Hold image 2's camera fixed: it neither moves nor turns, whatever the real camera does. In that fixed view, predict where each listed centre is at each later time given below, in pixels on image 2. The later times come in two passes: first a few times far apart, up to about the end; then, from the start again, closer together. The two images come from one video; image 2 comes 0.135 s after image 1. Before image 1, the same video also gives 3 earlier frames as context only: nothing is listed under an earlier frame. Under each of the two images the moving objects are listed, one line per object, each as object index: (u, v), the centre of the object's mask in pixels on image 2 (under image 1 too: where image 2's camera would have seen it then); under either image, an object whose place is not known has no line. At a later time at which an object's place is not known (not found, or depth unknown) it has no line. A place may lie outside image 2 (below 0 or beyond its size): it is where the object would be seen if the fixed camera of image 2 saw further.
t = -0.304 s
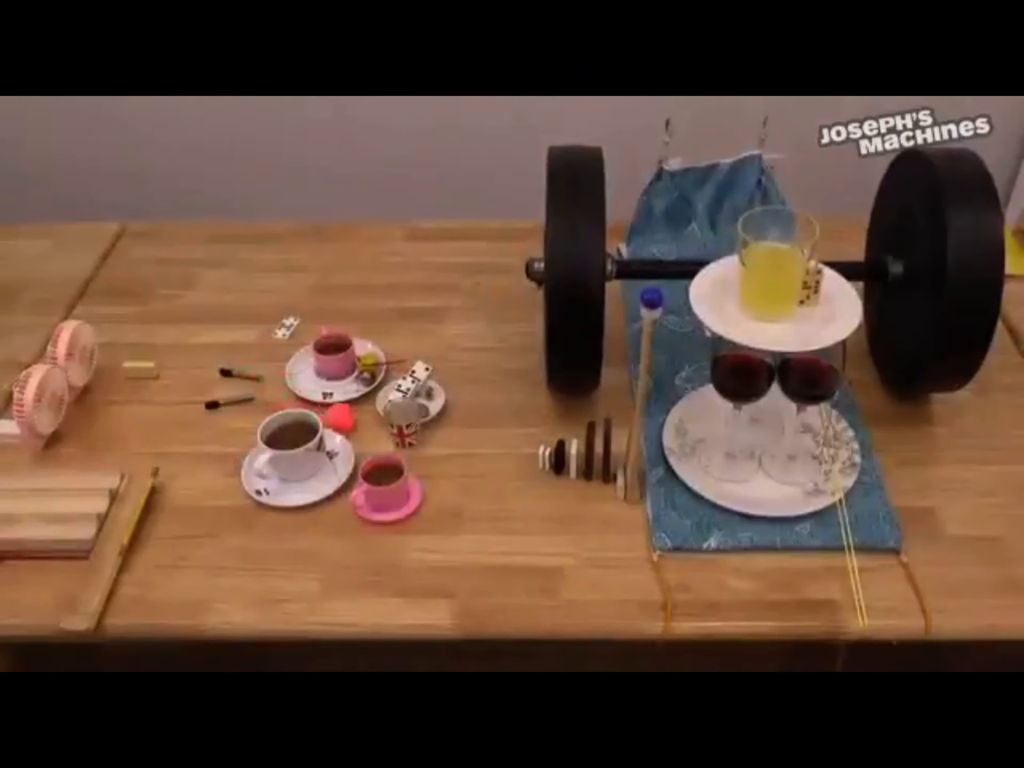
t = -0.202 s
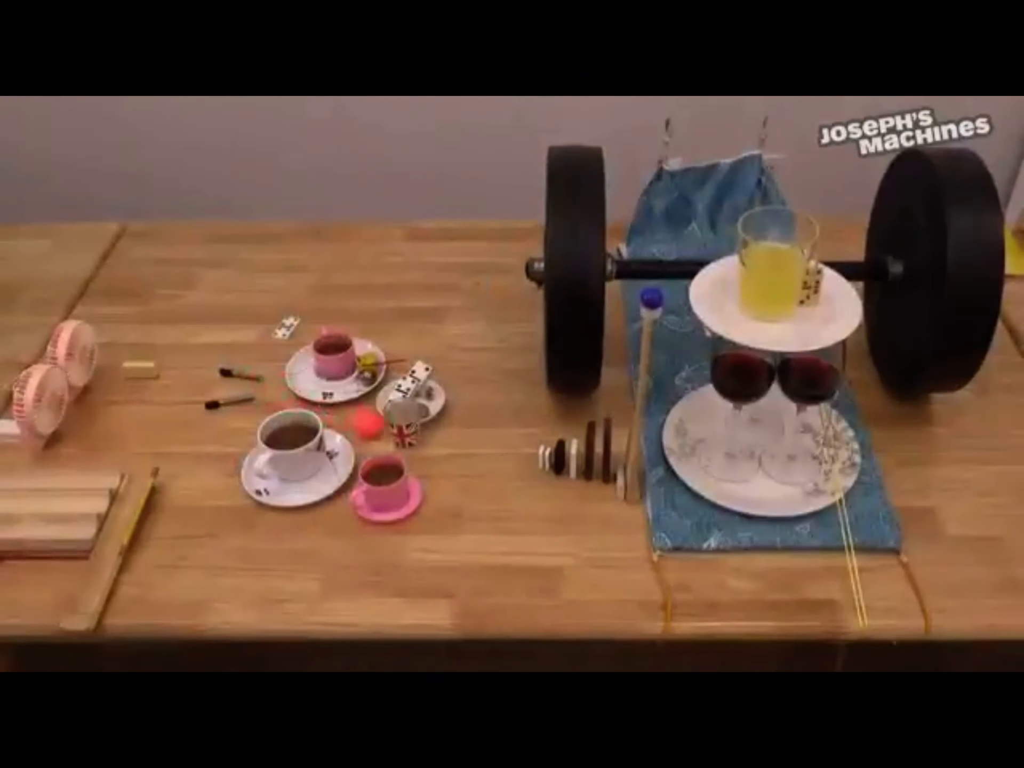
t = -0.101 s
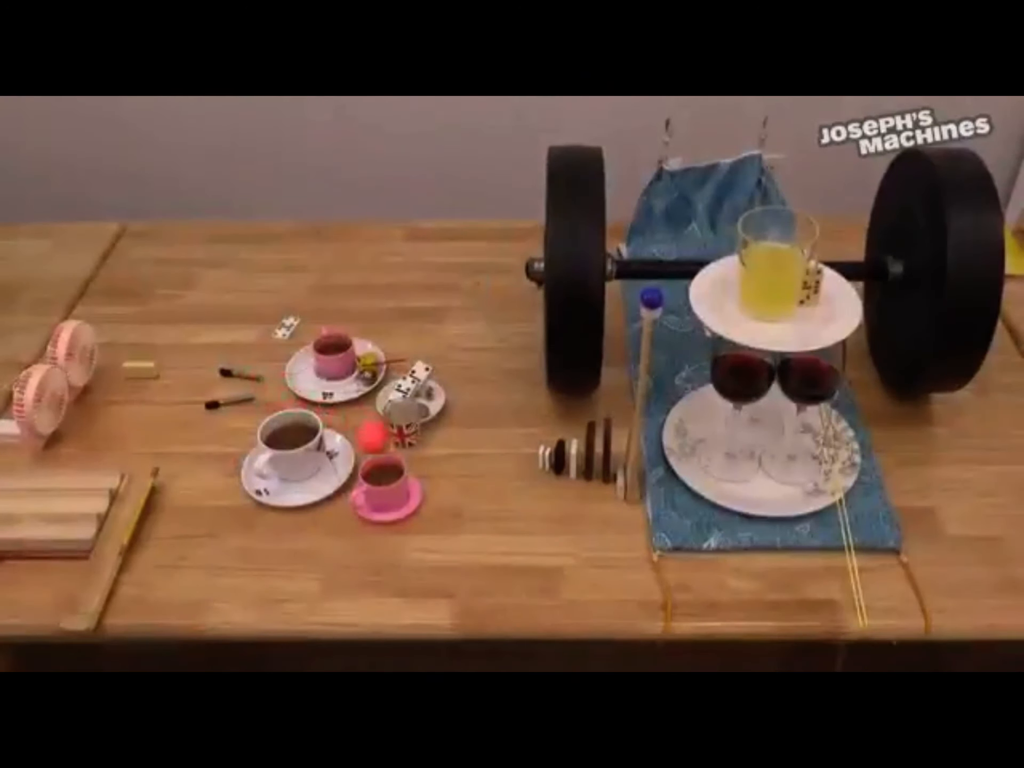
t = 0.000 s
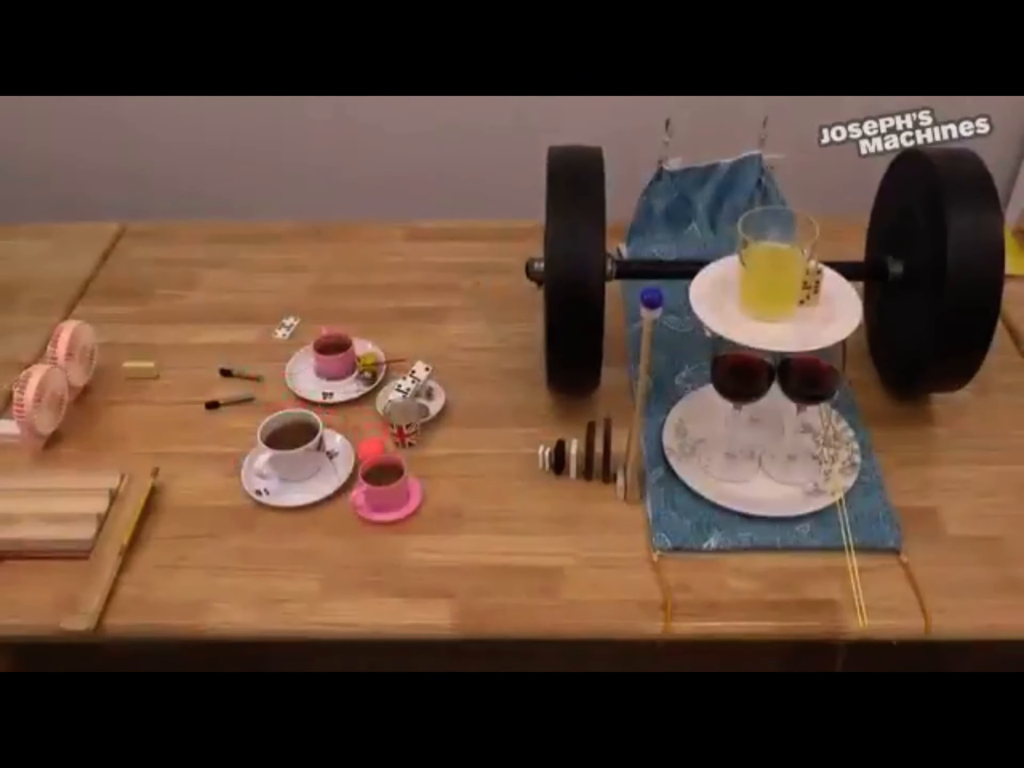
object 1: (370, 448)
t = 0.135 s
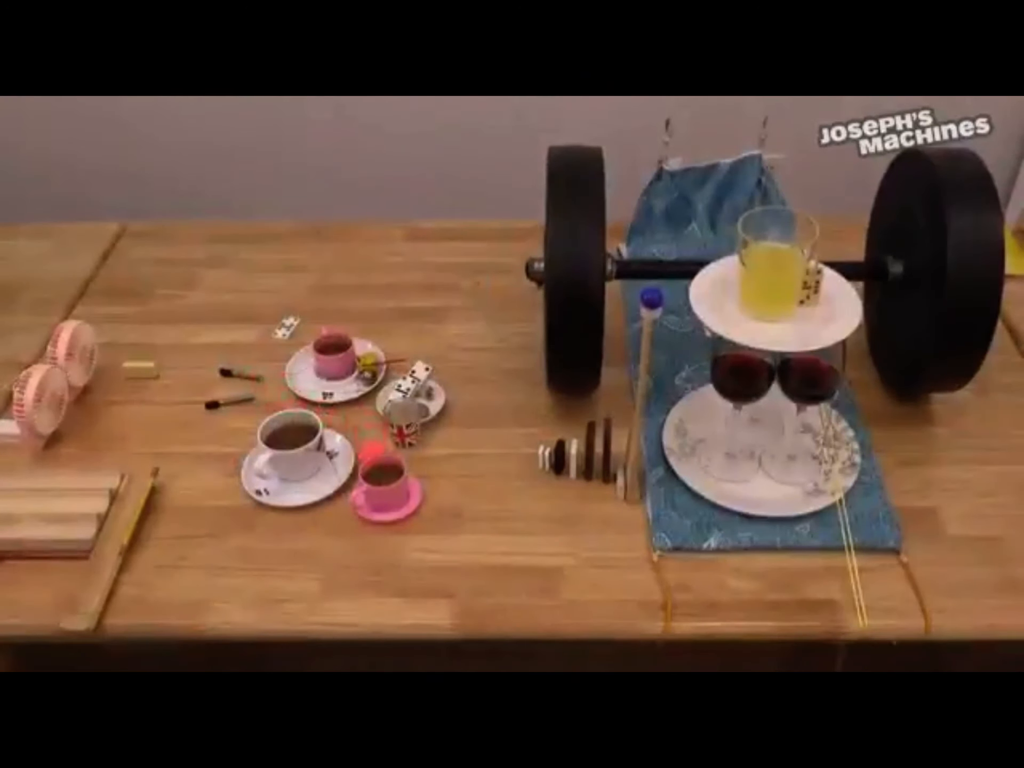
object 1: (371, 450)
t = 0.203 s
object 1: (378, 450)
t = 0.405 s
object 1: (407, 453)
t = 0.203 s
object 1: (378, 450)
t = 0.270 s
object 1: (387, 451)
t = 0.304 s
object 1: (395, 450)
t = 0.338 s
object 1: (397, 450)
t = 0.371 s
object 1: (402, 451)
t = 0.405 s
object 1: (407, 453)
